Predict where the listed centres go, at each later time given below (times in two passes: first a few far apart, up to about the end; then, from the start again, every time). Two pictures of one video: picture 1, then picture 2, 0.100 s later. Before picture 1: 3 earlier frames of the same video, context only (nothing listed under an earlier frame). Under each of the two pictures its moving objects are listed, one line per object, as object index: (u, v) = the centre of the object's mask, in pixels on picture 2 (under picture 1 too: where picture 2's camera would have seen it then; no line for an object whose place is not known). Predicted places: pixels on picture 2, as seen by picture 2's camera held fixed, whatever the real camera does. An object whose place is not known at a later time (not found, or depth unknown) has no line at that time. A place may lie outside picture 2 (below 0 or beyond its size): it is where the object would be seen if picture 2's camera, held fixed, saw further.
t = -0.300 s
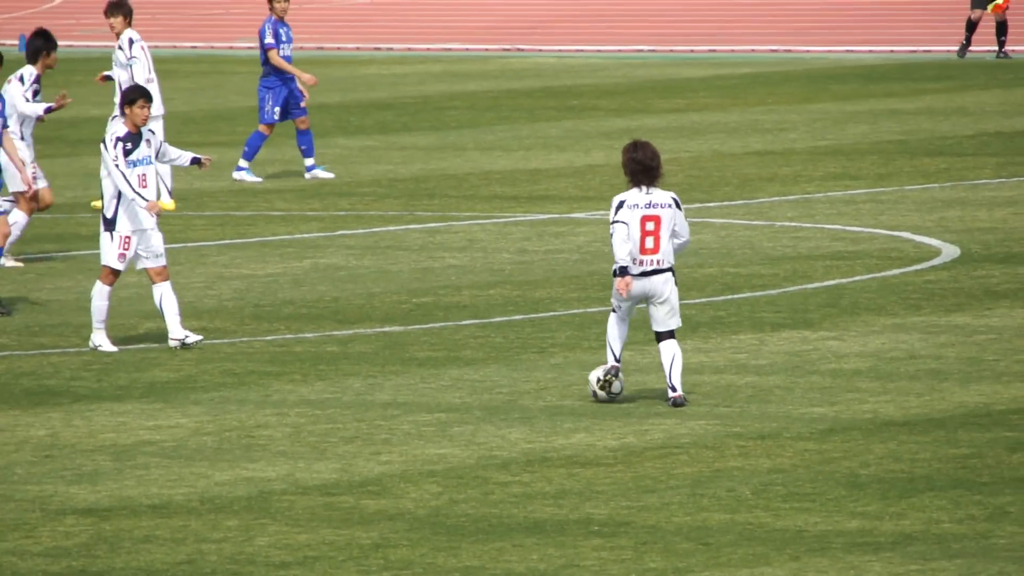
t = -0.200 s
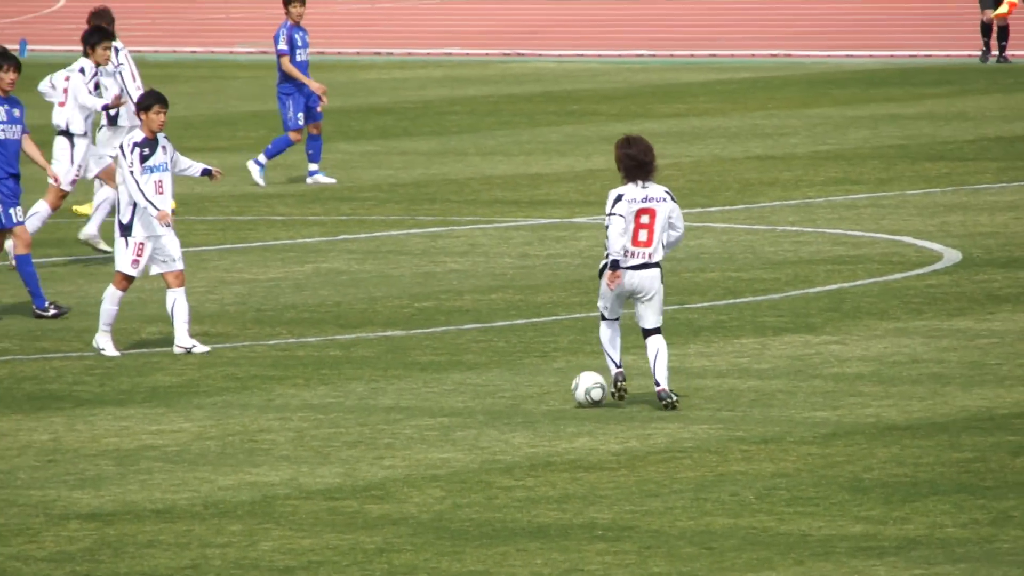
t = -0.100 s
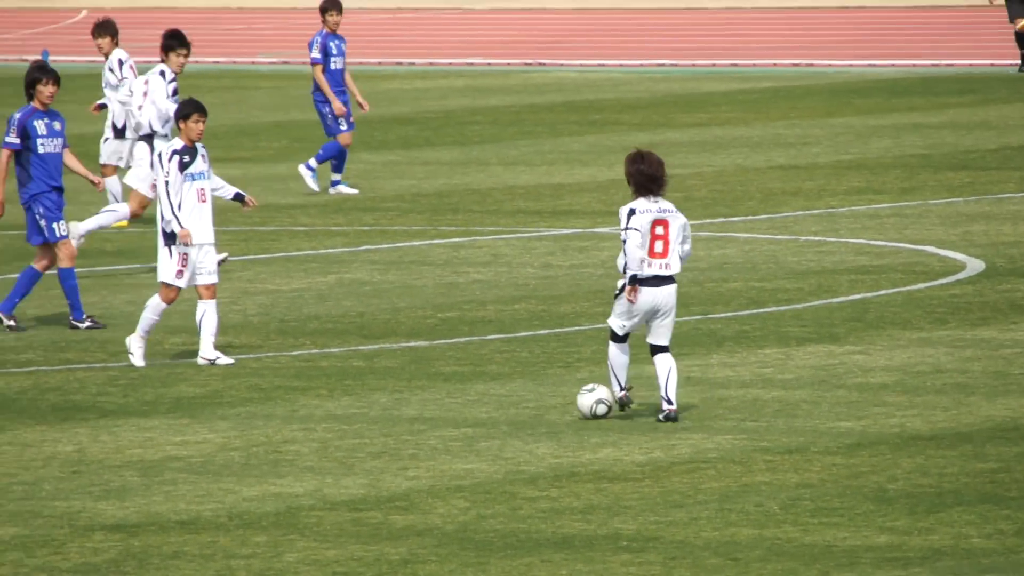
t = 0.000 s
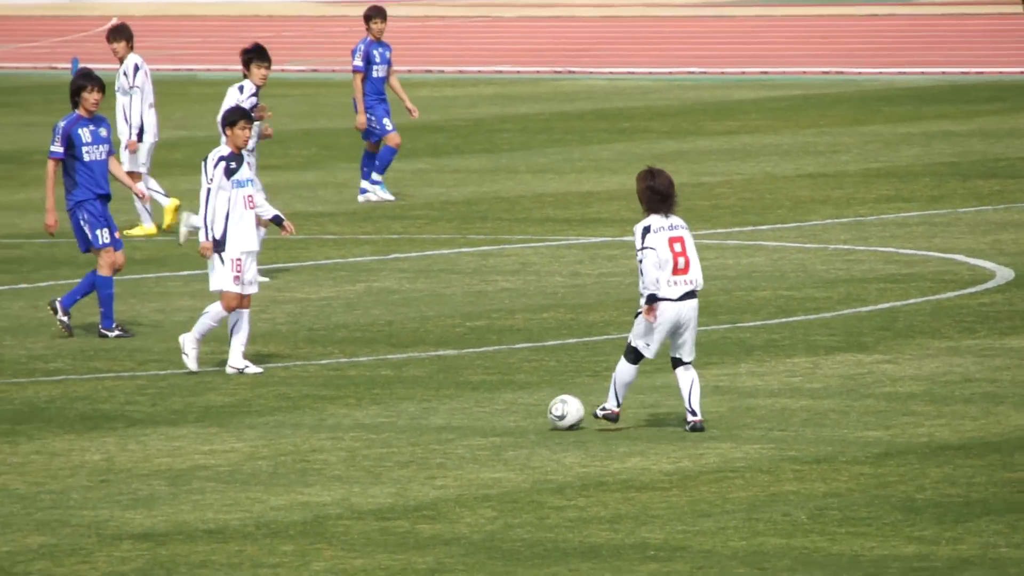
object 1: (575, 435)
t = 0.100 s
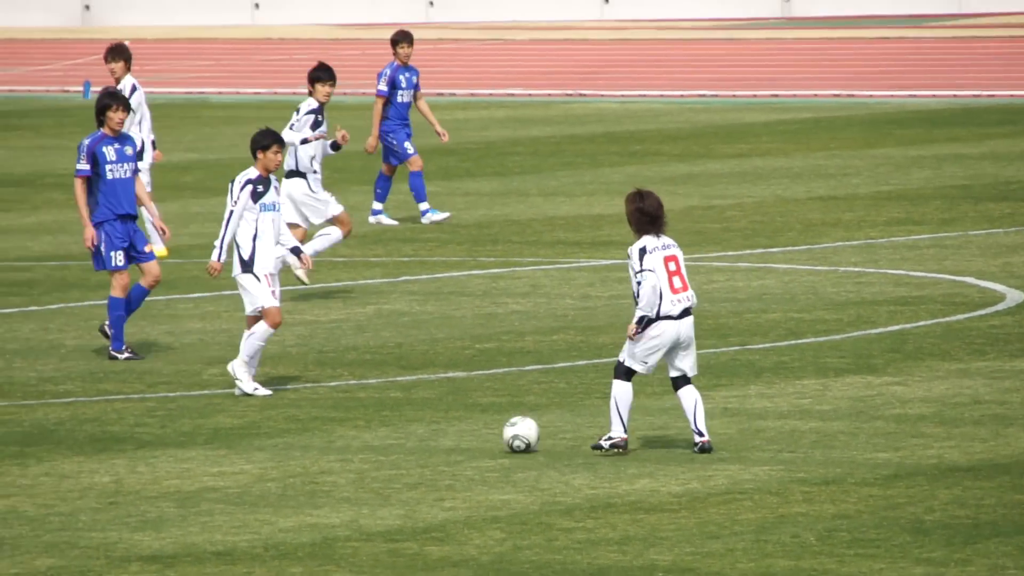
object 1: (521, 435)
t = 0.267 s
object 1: (450, 438)
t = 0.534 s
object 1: (354, 440)
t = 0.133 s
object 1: (505, 437)
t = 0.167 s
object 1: (490, 436)
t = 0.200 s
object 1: (476, 436)
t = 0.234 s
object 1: (463, 438)
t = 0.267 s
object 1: (450, 438)
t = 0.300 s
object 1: (438, 438)
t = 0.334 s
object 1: (425, 438)
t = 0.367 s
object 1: (413, 439)
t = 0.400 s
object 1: (401, 439)
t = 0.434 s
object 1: (389, 439)
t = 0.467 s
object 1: (376, 440)
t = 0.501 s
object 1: (365, 439)
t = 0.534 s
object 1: (354, 440)
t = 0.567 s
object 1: (342, 441)
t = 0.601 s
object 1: (330, 441)
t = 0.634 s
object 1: (319, 441)
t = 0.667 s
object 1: (307, 442)
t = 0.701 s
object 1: (296, 443)
